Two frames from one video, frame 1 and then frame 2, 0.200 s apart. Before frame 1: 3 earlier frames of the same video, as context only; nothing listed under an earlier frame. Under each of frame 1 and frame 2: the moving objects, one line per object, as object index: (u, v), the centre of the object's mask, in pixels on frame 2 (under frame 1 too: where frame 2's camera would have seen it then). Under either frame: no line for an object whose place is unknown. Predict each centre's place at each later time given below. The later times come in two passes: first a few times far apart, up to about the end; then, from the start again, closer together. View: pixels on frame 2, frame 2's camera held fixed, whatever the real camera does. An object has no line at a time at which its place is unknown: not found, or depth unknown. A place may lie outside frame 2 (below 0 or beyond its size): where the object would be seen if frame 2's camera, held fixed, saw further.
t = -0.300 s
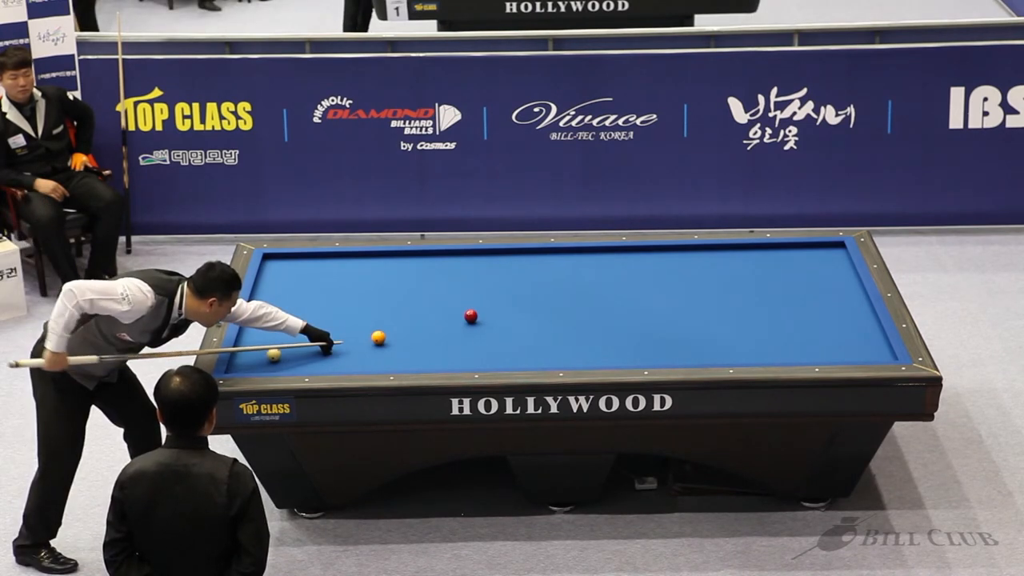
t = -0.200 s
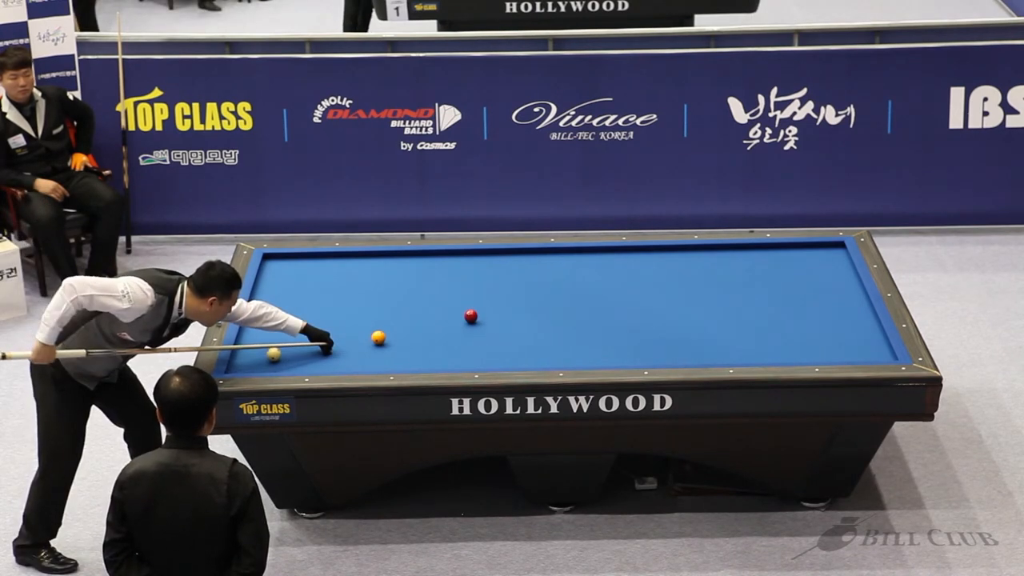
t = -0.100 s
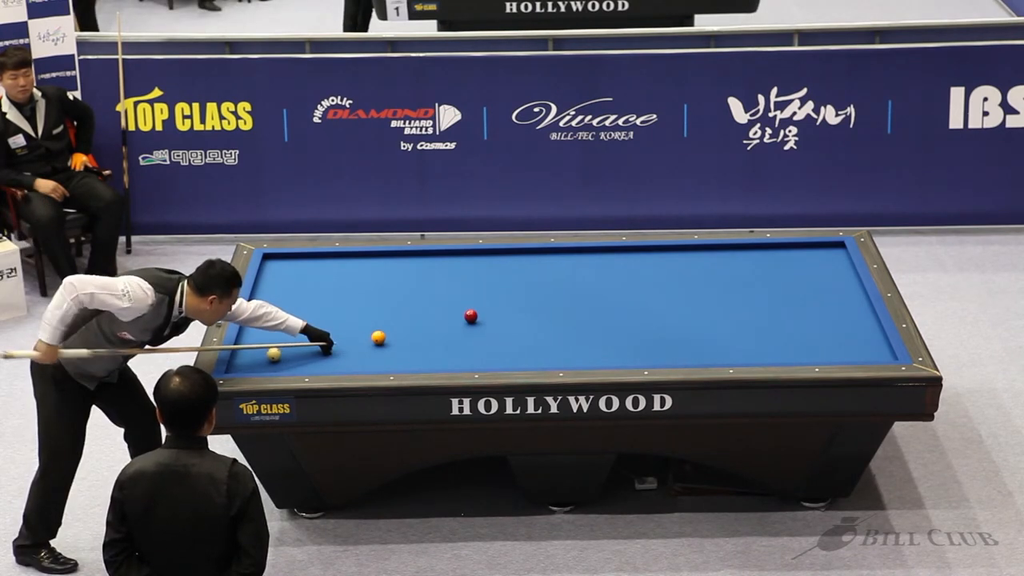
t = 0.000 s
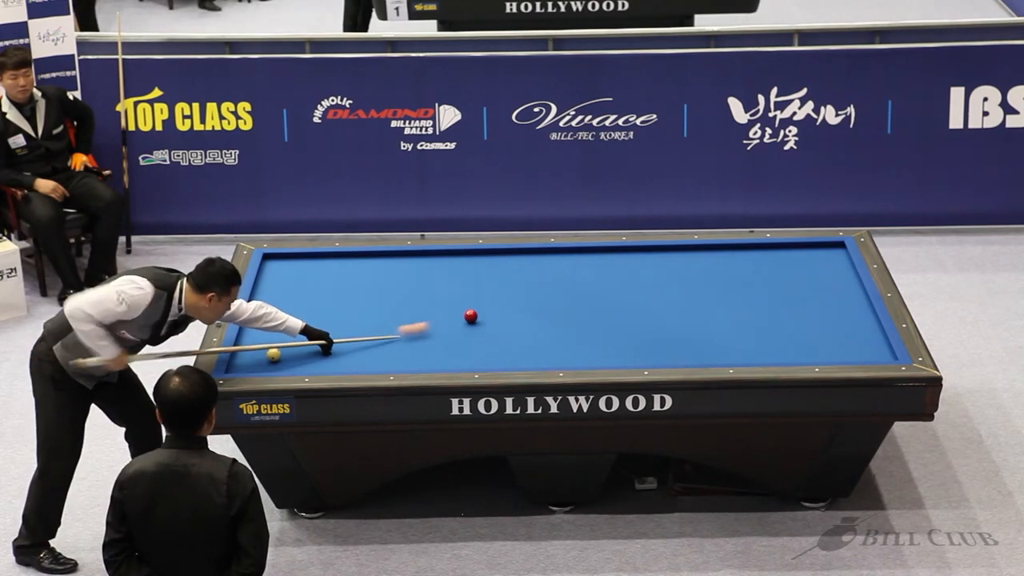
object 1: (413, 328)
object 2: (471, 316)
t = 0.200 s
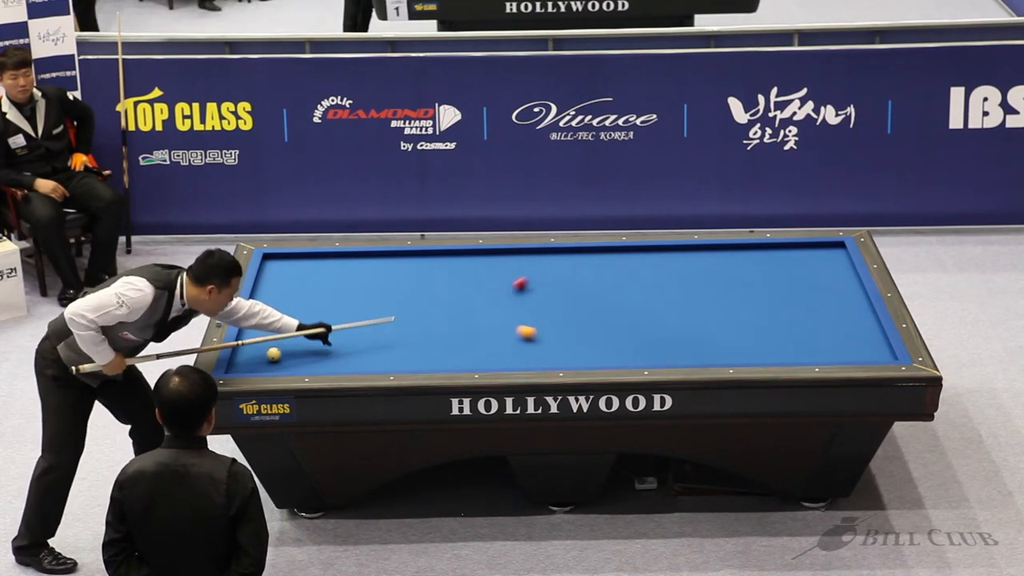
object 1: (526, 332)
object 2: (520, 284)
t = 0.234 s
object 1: (540, 334)
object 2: (531, 277)
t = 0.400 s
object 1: (603, 349)
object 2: (577, 250)
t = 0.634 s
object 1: (678, 356)
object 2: (626, 280)
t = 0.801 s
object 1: (724, 346)
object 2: (658, 297)
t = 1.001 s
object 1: (771, 335)
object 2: (699, 318)
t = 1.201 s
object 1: (817, 325)
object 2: (741, 340)
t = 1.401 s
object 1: (861, 315)
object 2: (783, 358)
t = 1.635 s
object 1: (832, 301)
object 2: (796, 341)
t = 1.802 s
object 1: (807, 292)
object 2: (807, 331)
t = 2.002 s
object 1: (778, 282)
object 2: (820, 320)
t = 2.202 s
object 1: (750, 271)
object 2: (832, 309)
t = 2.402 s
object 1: (723, 262)
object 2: (844, 298)
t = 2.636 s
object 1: (693, 251)
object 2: (857, 287)
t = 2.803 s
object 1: (674, 250)
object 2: (848, 281)
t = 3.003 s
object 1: (653, 256)
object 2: (837, 274)
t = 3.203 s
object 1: (633, 263)
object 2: (827, 267)
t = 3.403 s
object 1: (612, 269)
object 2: (817, 261)
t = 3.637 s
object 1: (588, 276)
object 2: (806, 254)
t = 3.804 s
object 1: (571, 281)
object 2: (798, 249)
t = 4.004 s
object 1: (550, 286)
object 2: (790, 246)
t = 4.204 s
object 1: (530, 293)
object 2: (784, 250)
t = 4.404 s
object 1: (509, 299)
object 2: (779, 253)
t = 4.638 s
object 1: (486, 306)
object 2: (772, 257)
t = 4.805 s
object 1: (469, 310)
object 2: (768, 260)
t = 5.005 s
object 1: (449, 316)
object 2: (763, 263)
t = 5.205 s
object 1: (429, 322)
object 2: (758, 266)
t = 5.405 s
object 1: (409, 328)
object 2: (754, 269)
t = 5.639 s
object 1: (386, 334)
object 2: (748, 272)
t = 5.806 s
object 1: (369, 339)
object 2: (744, 274)
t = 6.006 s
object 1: (350, 345)
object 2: (740, 277)
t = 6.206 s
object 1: (331, 351)
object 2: (736, 279)
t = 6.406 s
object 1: (311, 356)
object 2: (733, 281)
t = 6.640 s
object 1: (289, 362)
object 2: (729, 284)
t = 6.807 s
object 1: (273, 366)
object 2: (726, 286)
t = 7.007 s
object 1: (256, 368)
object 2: (723, 288)
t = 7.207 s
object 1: (244, 367)
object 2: (720, 289)
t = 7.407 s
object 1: (234, 365)
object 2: (717, 291)
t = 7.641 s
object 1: (242, 364)
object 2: (714, 293)
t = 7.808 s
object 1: (248, 362)
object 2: (712, 294)
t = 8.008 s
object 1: (254, 360)
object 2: (709, 295)
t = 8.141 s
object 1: (258, 359)
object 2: (708, 296)
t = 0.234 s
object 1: (540, 334)
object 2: (531, 277)
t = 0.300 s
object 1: (566, 340)
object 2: (551, 264)
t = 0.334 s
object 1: (579, 343)
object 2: (560, 258)
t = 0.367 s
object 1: (592, 346)
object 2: (569, 253)
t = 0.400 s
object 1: (603, 349)
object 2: (577, 250)
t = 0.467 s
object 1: (626, 355)
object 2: (591, 260)
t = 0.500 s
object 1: (636, 357)
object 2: (598, 264)
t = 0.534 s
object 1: (646, 359)
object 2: (605, 268)
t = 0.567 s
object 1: (657, 360)
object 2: (612, 272)
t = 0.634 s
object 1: (678, 356)
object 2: (626, 280)
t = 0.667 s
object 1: (688, 354)
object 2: (632, 284)
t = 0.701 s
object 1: (698, 352)
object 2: (639, 287)
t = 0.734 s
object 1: (707, 350)
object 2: (645, 291)
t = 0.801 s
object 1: (724, 346)
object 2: (658, 297)
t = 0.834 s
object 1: (732, 344)
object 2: (665, 301)
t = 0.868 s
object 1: (740, 342)
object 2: (672, 304)
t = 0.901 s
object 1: (748, 340)
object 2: (678, 308)
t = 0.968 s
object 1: (763, 337)
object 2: (692, 315)
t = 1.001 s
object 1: (771, 335)
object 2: (699, 318)
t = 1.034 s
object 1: (779, 333)
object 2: (706, 322)
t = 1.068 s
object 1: (786, 331)
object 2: (713, 325)
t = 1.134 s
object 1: (802, 328)
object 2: (727, 332)
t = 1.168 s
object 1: (809, 326)
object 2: (734, 336)
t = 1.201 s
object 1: (817, 325)
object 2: (741, 340)
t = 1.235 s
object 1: (824, 323)
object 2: (749, 344)
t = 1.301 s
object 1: (839, 319)
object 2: (763, 352)
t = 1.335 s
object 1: (846, 318)
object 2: (771, 355)
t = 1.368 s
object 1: (854, 316)
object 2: (778, 357)
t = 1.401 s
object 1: (861, 315)
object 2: (783, 358)
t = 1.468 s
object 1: (864, 311)
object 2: (786, 353)
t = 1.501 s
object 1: (857, 309)
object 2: (788, 350)
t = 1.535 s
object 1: (850, 307)
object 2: (790, 348)
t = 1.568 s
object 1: (843, 305)
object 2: (792, 345)
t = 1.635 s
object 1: (832, 301)
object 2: (796, 341)
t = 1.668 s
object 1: (827, 299)
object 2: (798, 339)
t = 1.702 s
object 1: (822, 298)
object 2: (800, 337)
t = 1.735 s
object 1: (817, 296)
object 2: (803, 335)
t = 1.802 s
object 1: (807, 292)
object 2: (807, 331)
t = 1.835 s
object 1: (802, 290)
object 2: (809, 329)
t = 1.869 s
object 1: (797, 288)
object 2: (811, 327)
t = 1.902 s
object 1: (792, 287)
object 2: (813, 325)
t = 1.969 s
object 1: (782, 283)
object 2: (818, 322)
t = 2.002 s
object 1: (778, 282)
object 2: (820, 320)
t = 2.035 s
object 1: (773, 280)
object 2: (822, 318)
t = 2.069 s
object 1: (768, 278)
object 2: (824, 316)
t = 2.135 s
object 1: (759, 275)
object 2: (828, 313)
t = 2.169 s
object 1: (754, 273)
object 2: (830, 311)
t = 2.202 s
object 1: (750, 271)
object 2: (832, 309)
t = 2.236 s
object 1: (745, 270)
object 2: (834, 307)
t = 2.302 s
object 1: (736, 266)
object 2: (838, 304)
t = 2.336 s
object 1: (732, 265)
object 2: (840, 302)
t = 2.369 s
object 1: (727, 263)
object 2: (841, 300)
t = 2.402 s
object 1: (723, 262)
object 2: (844, 298)
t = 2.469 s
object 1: (714, 258)
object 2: (847, 295)
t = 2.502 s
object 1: (710, 257)
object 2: (849, 293)
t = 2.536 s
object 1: (706, 255)
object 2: (851, 292)
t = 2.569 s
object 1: (702, 254)
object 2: (853, 290)
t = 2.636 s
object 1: (693, 251)
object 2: (857, 287)
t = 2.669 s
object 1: (689, 249)
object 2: (856, 285)
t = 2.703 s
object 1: (685, 248)
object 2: (854, 284)
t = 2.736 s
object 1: (681, 248)
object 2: (852, 283)
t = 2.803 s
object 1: (674, 250)
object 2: (848, 281)
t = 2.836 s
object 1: (671, 251)
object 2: (846, 280)
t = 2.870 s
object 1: (668, 252)
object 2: (844, 278)
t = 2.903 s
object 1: (664, 253)
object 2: (842, 277)
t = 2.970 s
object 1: (657, 255)
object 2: (839, 275)
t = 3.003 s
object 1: (653, 256)
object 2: (837, 274)
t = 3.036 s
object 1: (650, 257)
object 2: (835, 273)
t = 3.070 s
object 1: (647, 258)
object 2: (834, 272)
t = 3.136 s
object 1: (640, 261)
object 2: (830, 270)
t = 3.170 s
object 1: (636, 261)
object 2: (828, 268)
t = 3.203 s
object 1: (633, 263)
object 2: (827, 267)
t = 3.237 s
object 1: (629, 263)
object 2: (825, 266)
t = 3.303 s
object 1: (622, 266)
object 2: (822, 264)
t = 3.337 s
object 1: (619, 267)
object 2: (820, 263)
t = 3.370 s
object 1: (615, 268)
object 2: (818, 262)
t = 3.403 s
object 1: (612, 269)
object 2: (817, 261)
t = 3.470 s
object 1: (605, 271)
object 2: (813, 259)
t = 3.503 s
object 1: (602, 272)
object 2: (812, 258)
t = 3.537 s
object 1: (598, 273)
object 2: (810, 257)
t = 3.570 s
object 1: (595, 274)
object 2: (809, 256)
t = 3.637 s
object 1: (588, 276)
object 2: (806, 254)
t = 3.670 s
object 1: (585, 277)
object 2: (804, 253)
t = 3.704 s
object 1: (581, 278)
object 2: (802, 252)
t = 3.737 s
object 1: (578, 279)
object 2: (801, 251)
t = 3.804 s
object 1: (571, 281)
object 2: (798, 249)
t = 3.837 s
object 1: (567, 282)
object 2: (796, 248)
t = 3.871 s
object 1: (564, 283)
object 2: (795, 247)
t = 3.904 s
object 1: (561, 284)
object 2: (793, 246)
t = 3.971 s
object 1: (554, 286)
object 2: (791, 246)
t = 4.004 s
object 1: (550, 286)
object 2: (790, 246)
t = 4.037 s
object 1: (547, 288)
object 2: (789, 247)
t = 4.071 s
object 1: (544, 289)
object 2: (788, 247)
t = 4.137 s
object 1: (537, 291)
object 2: (786, 248)
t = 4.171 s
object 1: (533, 292)
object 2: (785, 249)
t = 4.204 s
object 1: (530, 293)
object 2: (784, 250)
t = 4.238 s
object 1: (527, 294)
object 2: (783, 250)
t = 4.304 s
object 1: (520, 296)
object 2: (781, 251)
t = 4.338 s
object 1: (516, 297)
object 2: (780, 252)
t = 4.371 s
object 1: (513, 298)
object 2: (780, 253)
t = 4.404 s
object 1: (509, 299)
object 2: (779, 253)
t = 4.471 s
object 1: (503, 301)
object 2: (777, 254)
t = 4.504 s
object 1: (499, 301)
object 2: (776, 255)
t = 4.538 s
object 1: (496, 303)
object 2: (775, 255)
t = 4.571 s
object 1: (492, 304)
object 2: (774, 256)
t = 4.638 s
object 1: (486, 306)
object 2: (772, 257)
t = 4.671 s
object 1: (482, 307)
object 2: (772, 258)
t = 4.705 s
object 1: (479, 307)
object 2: (771, 258)
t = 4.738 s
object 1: (476, 308)
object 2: (770, 259)
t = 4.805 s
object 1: (469, 310)
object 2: (768, 260)
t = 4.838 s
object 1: (466, 311)
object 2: (767, 260)
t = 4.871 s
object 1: (462, 313)
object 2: (766, 261)
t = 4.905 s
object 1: (459, 313)
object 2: (766, 262)
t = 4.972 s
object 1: (452, 315)
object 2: (764, 263)
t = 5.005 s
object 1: (449, 316)
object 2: (763, 263)
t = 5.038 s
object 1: (445, 317)
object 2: (762, 263)
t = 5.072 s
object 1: (442, 318)
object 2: (761, 264)
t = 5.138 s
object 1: (435, 320)
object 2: (760, 265)
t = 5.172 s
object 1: (432, 321)
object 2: (759, 265)
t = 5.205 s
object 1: (429, 322)
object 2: (758, 266)
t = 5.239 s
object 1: (425, 323)
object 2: (757, 266)
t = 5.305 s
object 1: (419, 325)
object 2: (756, 268)
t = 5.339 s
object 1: (416, 326)
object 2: (755, 268)
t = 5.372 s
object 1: (412, 327)
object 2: (754, 268)
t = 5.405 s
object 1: (409, 328)
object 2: (754, 269)
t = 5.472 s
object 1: (402, 330)
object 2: (752, 270)
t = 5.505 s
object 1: (399, 331)
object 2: (751, 270)
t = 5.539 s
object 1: (396, 332)
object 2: (750, 271)
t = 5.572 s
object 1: (392, 332)
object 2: (749, 271)
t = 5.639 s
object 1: (386, 334)
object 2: (748, 272)
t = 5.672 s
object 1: (382, 335)
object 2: (747, 272)
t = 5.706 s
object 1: (379, 337)
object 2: (747, 273)
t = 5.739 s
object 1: (376, 338)
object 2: (746, 273)
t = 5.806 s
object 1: (369, 339)
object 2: (744, 274)
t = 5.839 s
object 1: (366, 340)
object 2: (744, 275)
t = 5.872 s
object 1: (363, 341)
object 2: (743, 275)
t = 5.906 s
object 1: (360, 342)
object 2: (742, 276)
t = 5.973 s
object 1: (353, 344)
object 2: (741, 276)
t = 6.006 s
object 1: (350, 345)
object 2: (740, 277)
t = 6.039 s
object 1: (347, 346)
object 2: (740, 277)
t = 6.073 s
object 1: (343, 347)
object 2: (739, 277)
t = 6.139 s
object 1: (337, 349)
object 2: (738, 278)
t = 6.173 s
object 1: (334, 350)
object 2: (737, 279)
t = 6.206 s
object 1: (331, 351)
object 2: (736, 279)
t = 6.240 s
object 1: (327, 352)
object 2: (736, 279)
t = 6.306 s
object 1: (321, 353)
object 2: (735, 280)
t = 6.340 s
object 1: (318, 354)
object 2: (734, 281)
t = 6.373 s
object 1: (315, 355)
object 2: (733, 281)
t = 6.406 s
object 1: (311, 356)
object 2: (733, 281)
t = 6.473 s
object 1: (305, 358)
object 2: (732, 282)
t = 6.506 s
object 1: (301, 358)
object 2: (731, 282)
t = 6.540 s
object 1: (298, 360)
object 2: (730, 283)
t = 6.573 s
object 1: (295, 360)
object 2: (730, 283)
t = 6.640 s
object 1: (289, 362)
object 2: (729, 284)
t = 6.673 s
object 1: (286, 363)
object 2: (728, 284)
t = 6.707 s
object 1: (283, 364)
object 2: (727, 285)
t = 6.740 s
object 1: (280, 364)
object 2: (727, 285)
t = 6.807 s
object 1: (273, 366)
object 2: (726, 286)
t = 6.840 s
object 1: (270, 366)
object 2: (725, 286)
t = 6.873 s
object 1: (267, 367)
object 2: (725, 286)
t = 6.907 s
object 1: (264, 367)
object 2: (724, 286)
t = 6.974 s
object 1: (258, 368)
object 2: (723, 287)
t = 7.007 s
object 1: (256, 368)
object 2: (723, 288)
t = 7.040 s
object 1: (254, 368)
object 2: (722, 288)
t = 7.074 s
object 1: (252, 368)
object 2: (721, 288)
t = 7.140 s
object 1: (248, 367)
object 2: (721, 289)
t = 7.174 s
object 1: (246, 367)
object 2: (720, 289)
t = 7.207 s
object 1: (244, 367)
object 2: (720, 289)
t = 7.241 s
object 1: (242, 367)
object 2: (719, 290)
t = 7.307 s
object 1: (239, 366)
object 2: (719, 290)
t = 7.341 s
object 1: (236, 366)
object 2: (718, 290)
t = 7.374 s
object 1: (235, 366)
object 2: (717, 291)
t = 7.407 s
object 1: (234, 365)
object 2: (717, 291)
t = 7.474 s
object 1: (236, 365)
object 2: (716, 292)
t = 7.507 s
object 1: (237, 365)
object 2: (716, 292)
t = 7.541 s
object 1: (238, 365)
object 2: (715, 292)
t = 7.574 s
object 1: (240, 364)
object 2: (715, 292)
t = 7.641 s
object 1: (242, 364)
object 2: (714, 293)
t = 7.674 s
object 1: (243, 363)
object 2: (713, 293)
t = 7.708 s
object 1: (244, 363)
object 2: (713, 293)
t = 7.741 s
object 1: (245, 363)
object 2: (712, 293)
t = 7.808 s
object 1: (248, 362)
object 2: (712, 294)
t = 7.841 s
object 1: (249, 362)
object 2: (711, 294)
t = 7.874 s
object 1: (250, 361)
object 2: (711, 294)
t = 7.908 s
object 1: (251, 361)
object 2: (710, 294)
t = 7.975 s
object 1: (253, 361)
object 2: (709, 295)
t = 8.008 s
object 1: (254, 360)
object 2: (709, 295)
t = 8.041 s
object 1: (255, 360)
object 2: (709, 295)
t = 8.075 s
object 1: (256, 360)
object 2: (708, 295)
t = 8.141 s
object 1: (258, 359)
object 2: (708, 296)
